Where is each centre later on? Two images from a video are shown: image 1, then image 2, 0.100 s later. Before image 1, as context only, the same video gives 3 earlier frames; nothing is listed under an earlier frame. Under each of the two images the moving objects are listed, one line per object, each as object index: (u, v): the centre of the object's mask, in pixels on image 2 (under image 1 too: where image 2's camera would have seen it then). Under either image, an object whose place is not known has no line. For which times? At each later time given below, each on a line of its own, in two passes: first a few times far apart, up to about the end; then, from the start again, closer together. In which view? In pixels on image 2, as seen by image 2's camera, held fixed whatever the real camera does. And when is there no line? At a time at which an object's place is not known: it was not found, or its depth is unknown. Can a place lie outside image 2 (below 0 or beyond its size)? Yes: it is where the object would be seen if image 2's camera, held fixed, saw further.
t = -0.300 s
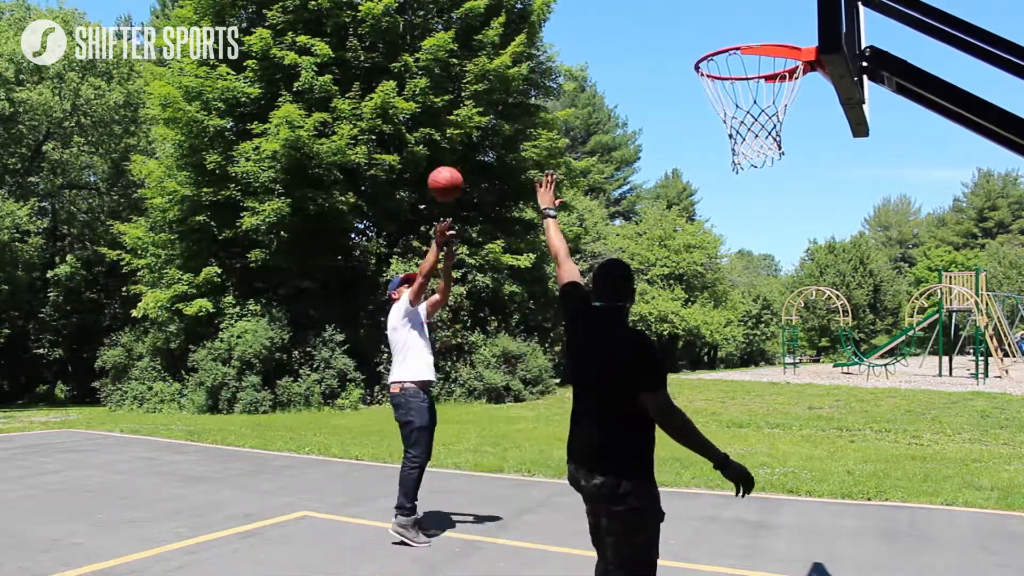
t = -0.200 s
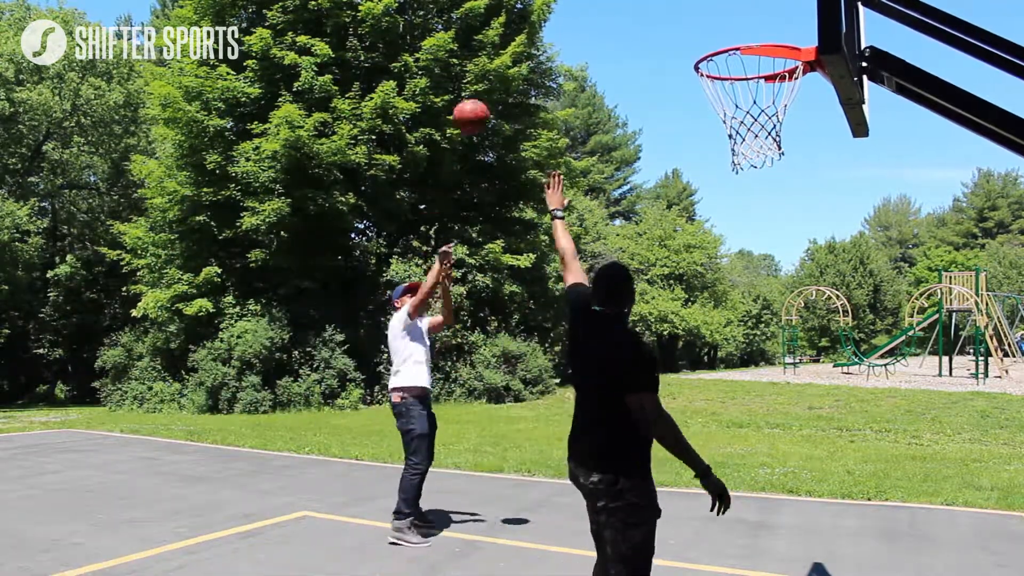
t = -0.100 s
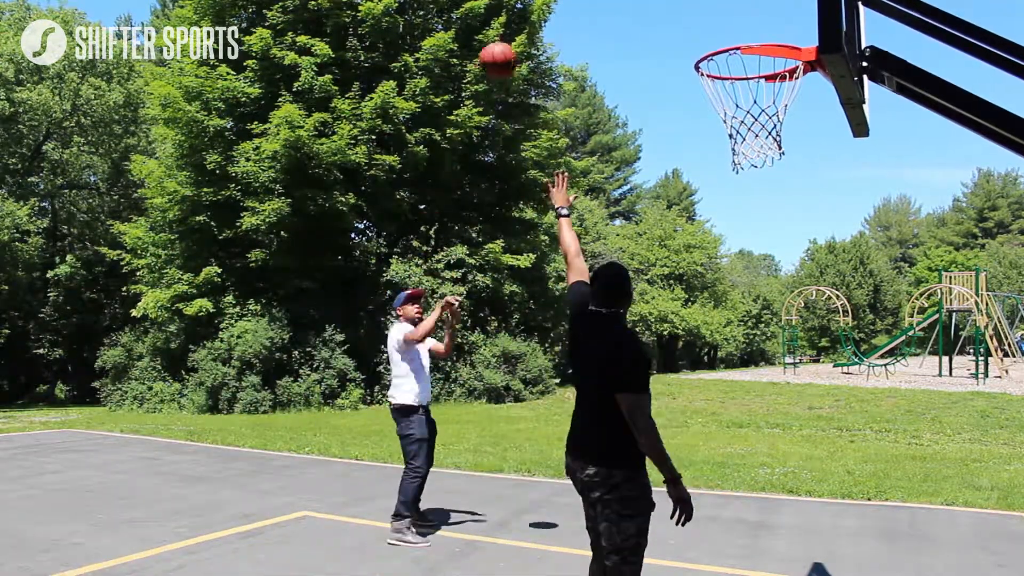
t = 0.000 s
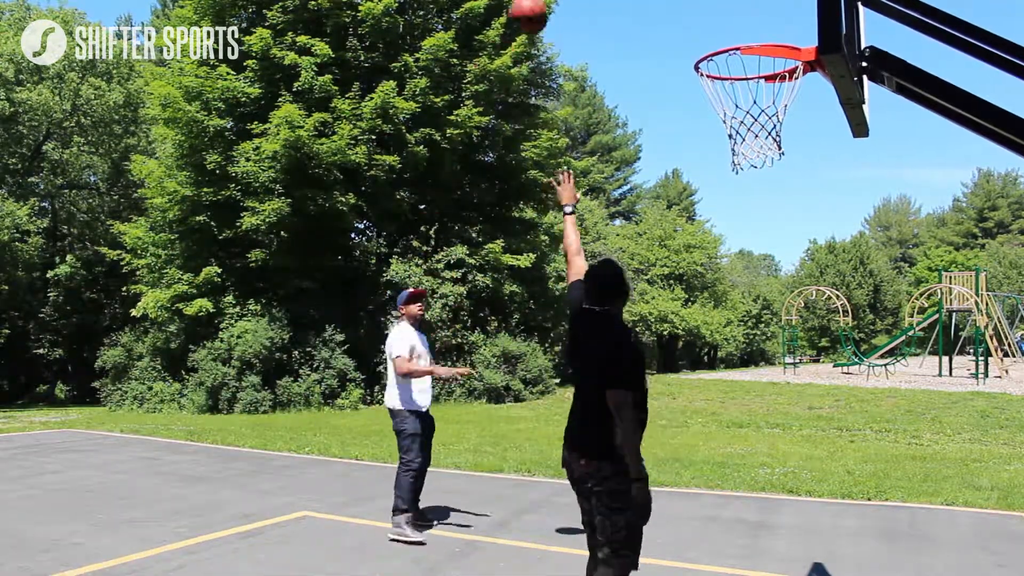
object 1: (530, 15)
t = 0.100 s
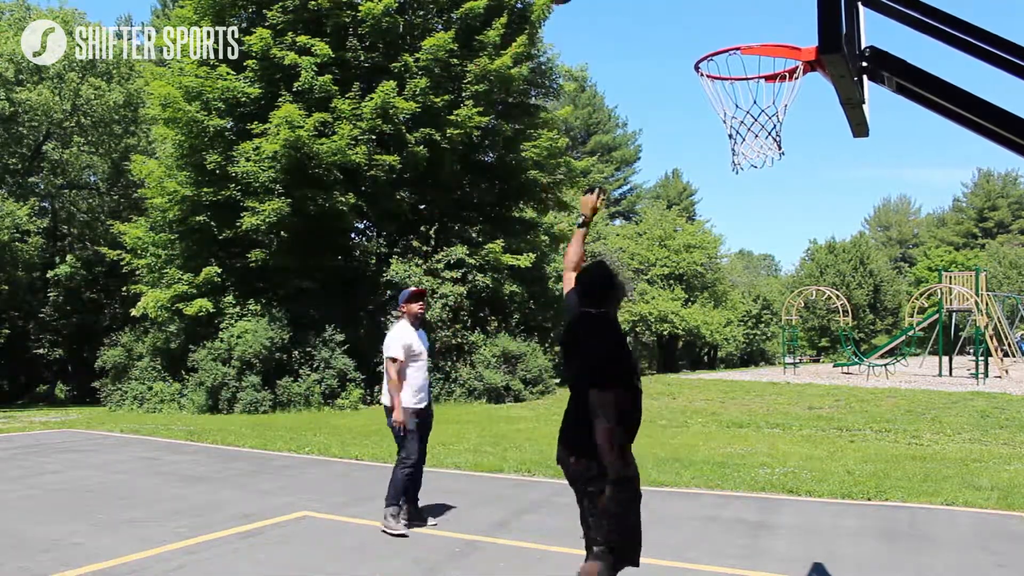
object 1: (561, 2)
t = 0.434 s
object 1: (691, 4)
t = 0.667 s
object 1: (760, 131)
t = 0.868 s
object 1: (743, 323)
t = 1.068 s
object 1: (723, 565)
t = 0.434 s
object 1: (691, 4)
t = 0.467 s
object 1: (707, 9)
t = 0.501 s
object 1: (724, 17)
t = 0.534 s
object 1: (742, 25)
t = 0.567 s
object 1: (759, 56)
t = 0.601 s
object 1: (765, 80)
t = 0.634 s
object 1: (764, 105)
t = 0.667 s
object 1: (760, 131)
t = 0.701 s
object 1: (757, 159)
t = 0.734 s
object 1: (754, 188)
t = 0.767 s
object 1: (752, 219)
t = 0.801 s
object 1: (749, 251)
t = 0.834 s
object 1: (746, 287)
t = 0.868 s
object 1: (743, 323)
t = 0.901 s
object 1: (740, 362)
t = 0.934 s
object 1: (737, 402)
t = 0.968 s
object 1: (734, 444)
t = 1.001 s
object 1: (730, 487)
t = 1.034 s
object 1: (727, 532)
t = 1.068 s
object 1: (723, 565)
